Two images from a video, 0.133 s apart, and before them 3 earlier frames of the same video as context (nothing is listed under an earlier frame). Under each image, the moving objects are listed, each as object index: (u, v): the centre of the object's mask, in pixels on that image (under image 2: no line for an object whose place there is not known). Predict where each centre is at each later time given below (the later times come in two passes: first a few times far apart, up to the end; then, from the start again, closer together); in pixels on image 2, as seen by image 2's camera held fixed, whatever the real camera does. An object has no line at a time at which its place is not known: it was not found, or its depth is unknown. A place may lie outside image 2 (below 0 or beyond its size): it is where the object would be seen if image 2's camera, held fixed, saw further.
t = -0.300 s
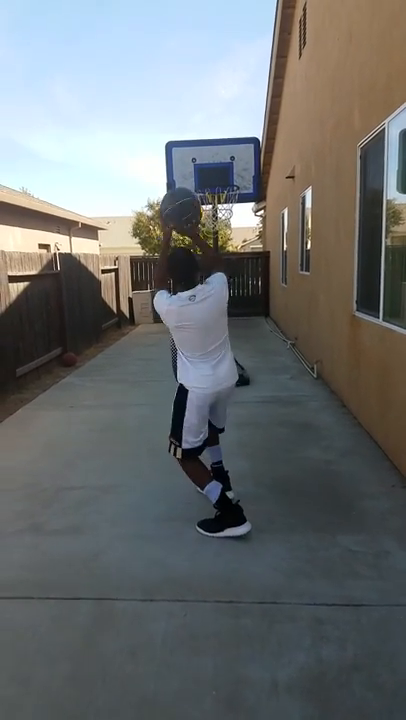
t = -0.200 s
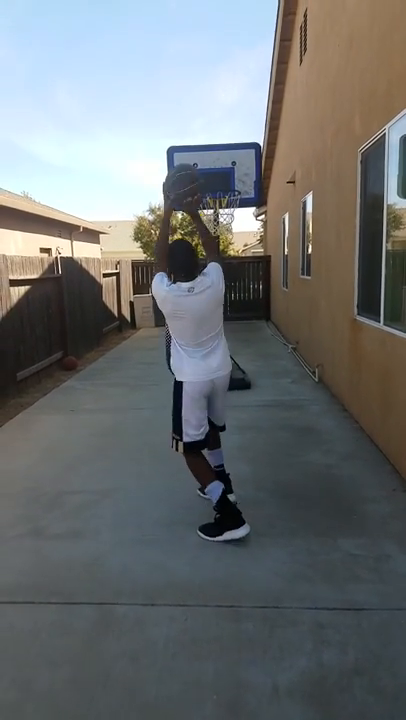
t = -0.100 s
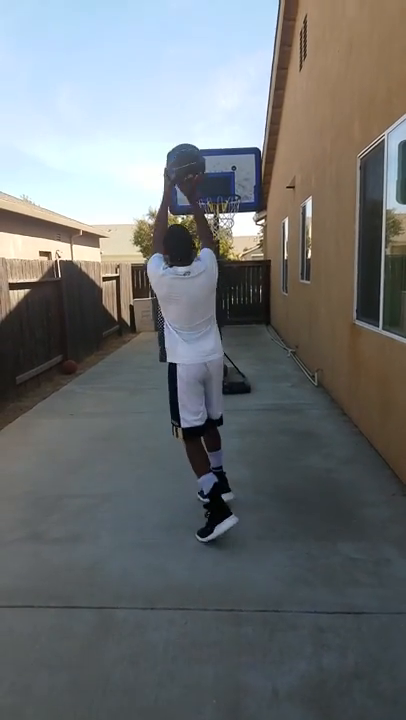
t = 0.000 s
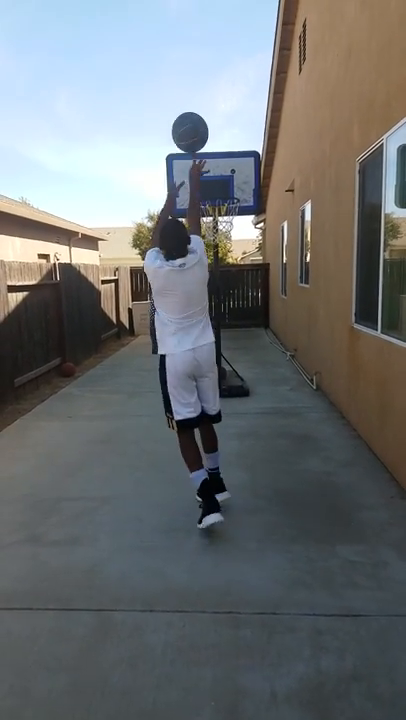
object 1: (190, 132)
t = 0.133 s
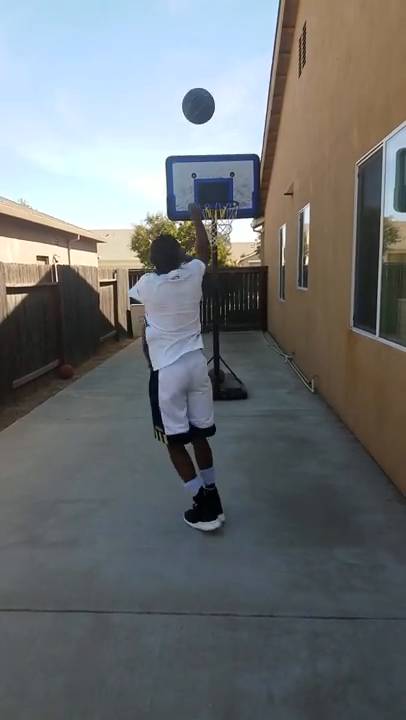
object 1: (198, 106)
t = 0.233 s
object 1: (204, 104)
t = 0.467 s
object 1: (214, 140)
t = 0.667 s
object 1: (220, 196)
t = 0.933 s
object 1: (210, 266)
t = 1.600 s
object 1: (182, 306)
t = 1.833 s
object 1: (172, 281)
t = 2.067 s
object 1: (157, 321)
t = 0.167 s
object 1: (200, 103)
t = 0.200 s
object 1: (202, 103)
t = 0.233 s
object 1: (204, 104)
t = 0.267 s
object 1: (206, 106)
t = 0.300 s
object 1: (207, 109)
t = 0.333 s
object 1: (209, 113)
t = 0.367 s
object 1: (210, 118)
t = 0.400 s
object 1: (211, 124)
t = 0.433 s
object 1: (213, 131)
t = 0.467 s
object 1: (214, 140)
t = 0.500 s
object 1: (215, 147)
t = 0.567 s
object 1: (217, 169)
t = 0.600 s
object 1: (217, 177)
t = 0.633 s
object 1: (213, 191)
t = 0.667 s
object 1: (220, 196)
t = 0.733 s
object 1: (219, 227)
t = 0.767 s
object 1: (218, 231)
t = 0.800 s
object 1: (216, 239)
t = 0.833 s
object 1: (214, 245)
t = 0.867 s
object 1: (213, 252)
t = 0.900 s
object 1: (211, 259)
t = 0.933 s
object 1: (210, 266)
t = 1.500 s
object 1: (188, 330)
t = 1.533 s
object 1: (186, 320)
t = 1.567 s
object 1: (184, 312)
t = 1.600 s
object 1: (182, 306)
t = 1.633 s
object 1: (181, 296)
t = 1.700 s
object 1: (178, 290)
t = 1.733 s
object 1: (175, 281)
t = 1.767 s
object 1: (174, 282)
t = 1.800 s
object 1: (173, 281)
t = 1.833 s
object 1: (172, 281)
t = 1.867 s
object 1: (168, 280)
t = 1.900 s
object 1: (167, 285)
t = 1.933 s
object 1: (165, 290)
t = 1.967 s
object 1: (164, 296)
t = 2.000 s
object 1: (164, 304)
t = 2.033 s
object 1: (164, 312)
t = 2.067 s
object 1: (157, 321)
